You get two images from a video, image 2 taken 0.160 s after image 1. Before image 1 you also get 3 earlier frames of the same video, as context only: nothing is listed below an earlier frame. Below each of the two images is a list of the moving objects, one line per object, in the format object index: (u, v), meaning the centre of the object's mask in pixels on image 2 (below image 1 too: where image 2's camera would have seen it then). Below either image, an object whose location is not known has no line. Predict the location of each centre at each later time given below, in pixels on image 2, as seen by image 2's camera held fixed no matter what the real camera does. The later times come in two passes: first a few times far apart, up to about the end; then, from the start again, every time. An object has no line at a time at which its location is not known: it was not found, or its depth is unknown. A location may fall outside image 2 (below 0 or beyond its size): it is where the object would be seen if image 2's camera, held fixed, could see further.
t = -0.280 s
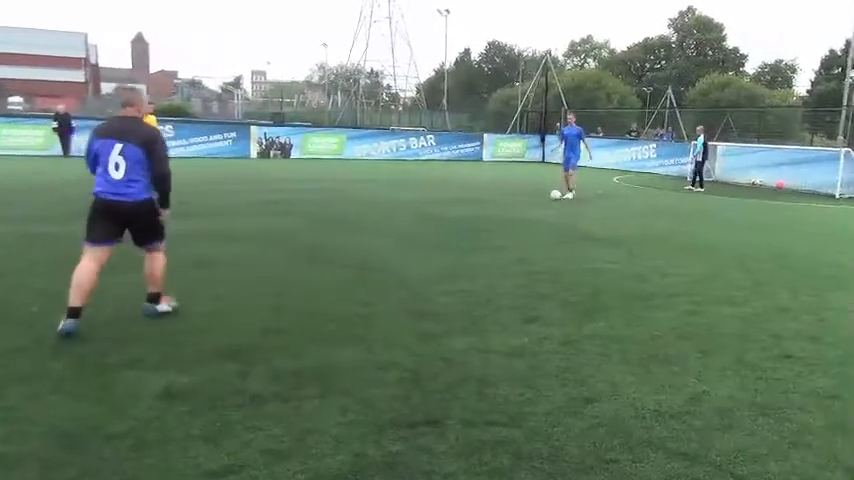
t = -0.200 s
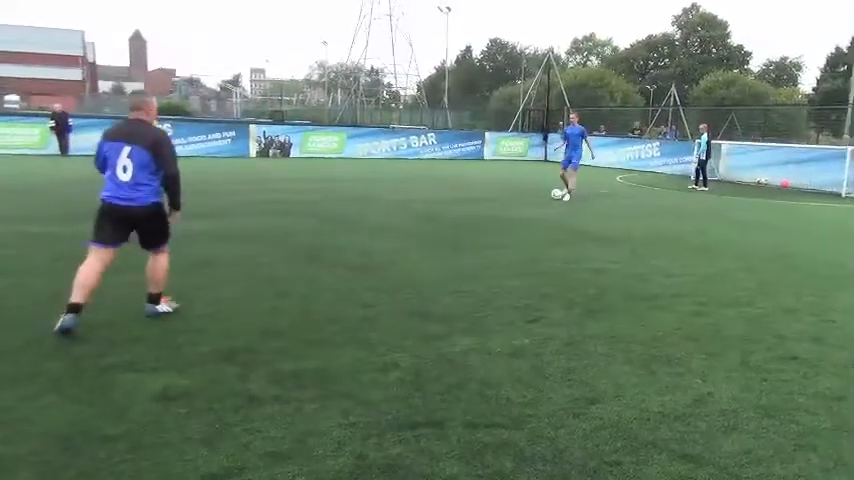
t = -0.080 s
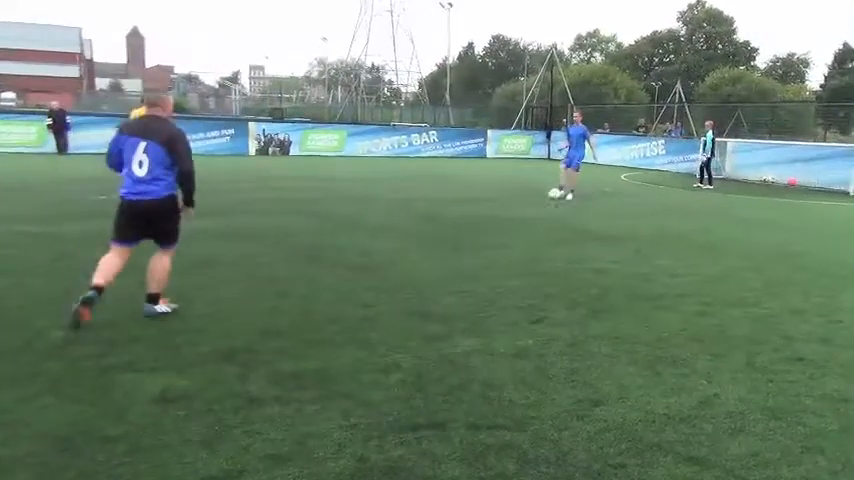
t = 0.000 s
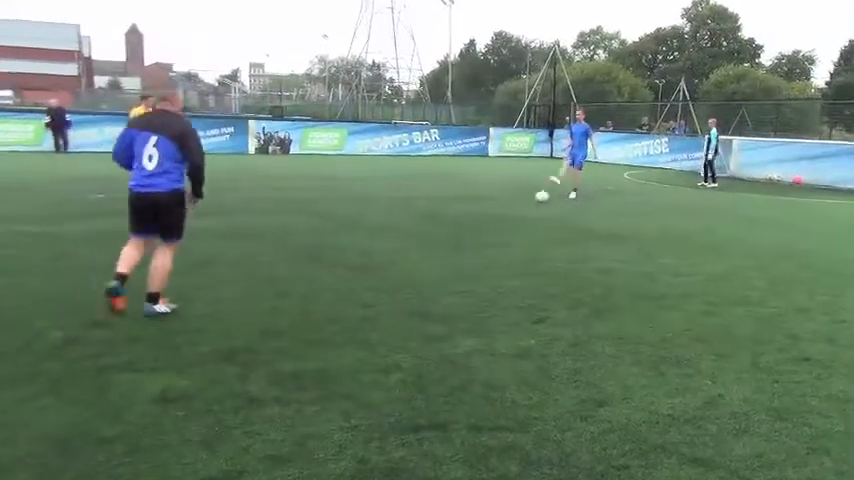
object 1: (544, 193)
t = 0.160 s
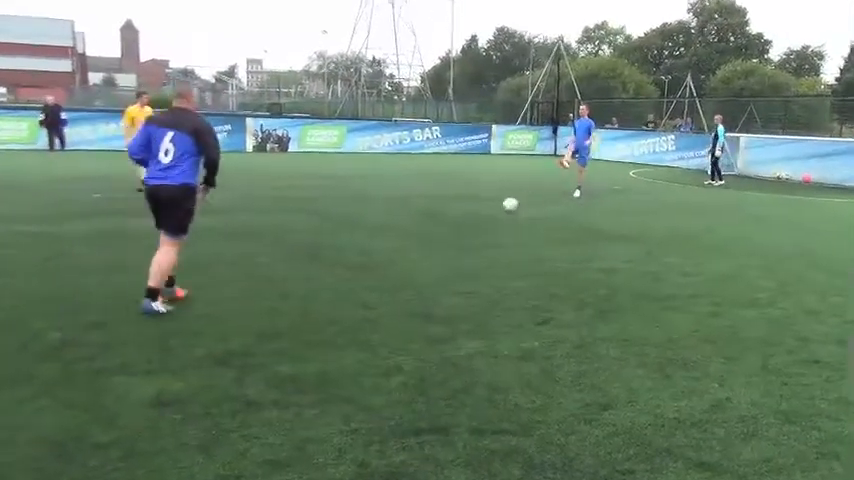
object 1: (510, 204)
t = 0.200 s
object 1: (501, 206)
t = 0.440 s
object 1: (436, 223)
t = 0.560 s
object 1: (399, 230)
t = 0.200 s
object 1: (501, 206)
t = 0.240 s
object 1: (491, 209)
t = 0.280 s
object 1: (481, 211)
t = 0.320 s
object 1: (471, 213)
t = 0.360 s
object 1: (460, 216)
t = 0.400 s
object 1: (449, 219)
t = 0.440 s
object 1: (436, 223)
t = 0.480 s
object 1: (425, 224)
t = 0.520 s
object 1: (413, 226)
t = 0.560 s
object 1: (399, 230)
